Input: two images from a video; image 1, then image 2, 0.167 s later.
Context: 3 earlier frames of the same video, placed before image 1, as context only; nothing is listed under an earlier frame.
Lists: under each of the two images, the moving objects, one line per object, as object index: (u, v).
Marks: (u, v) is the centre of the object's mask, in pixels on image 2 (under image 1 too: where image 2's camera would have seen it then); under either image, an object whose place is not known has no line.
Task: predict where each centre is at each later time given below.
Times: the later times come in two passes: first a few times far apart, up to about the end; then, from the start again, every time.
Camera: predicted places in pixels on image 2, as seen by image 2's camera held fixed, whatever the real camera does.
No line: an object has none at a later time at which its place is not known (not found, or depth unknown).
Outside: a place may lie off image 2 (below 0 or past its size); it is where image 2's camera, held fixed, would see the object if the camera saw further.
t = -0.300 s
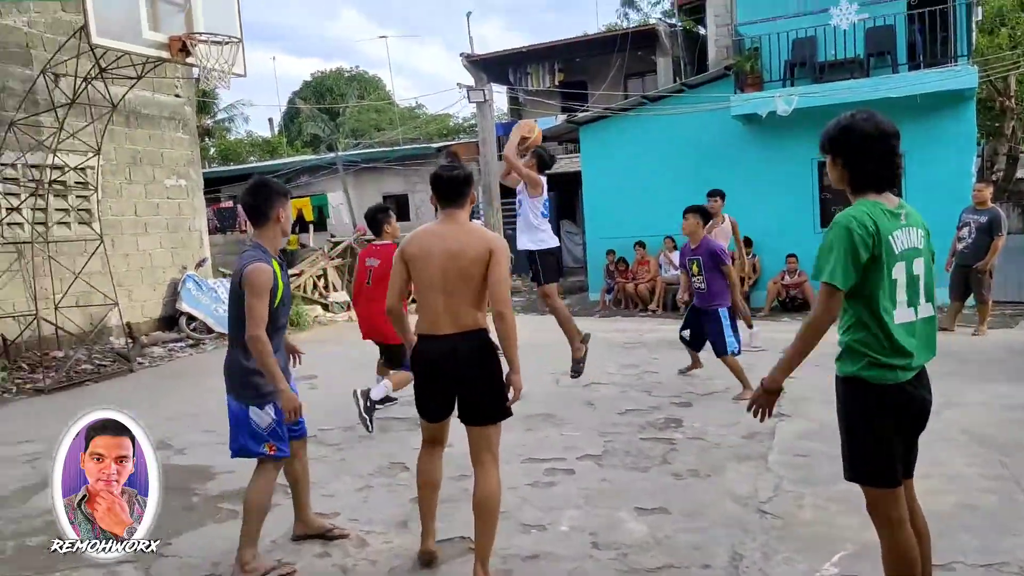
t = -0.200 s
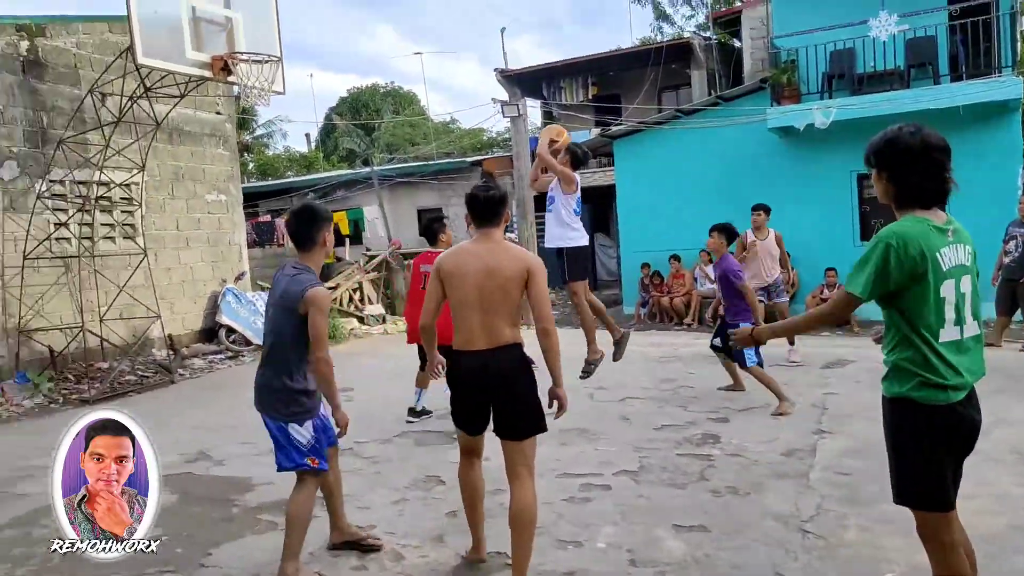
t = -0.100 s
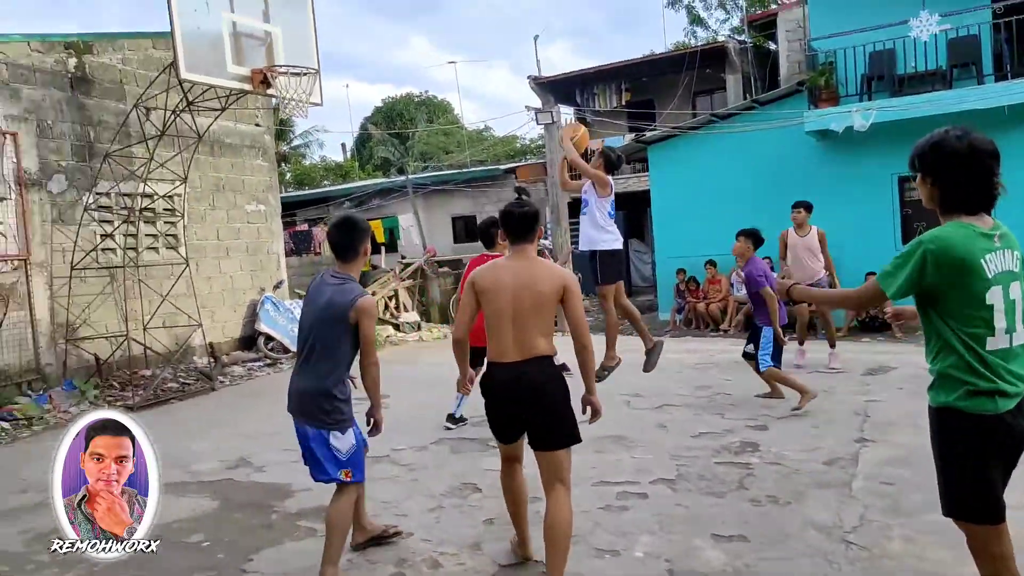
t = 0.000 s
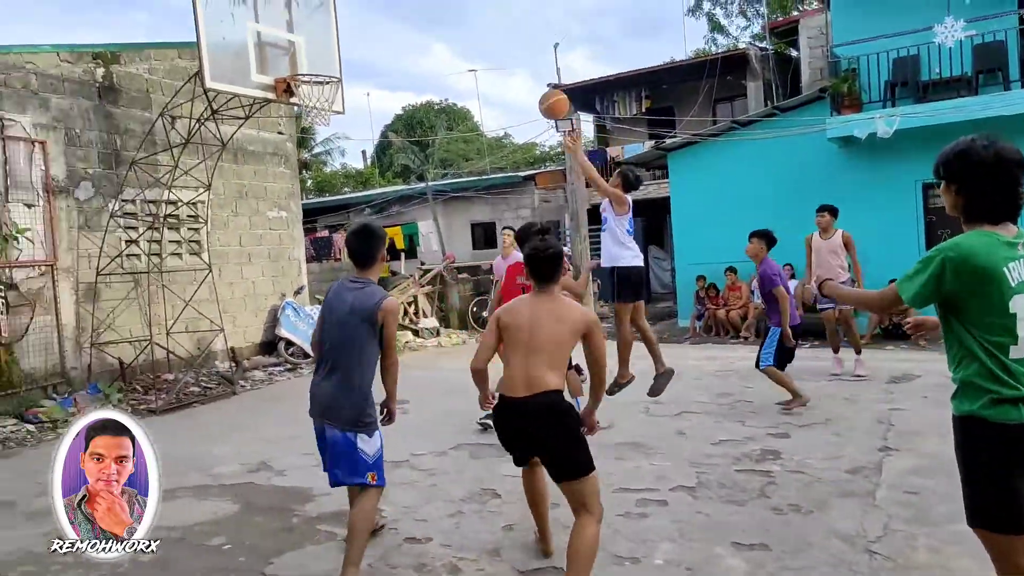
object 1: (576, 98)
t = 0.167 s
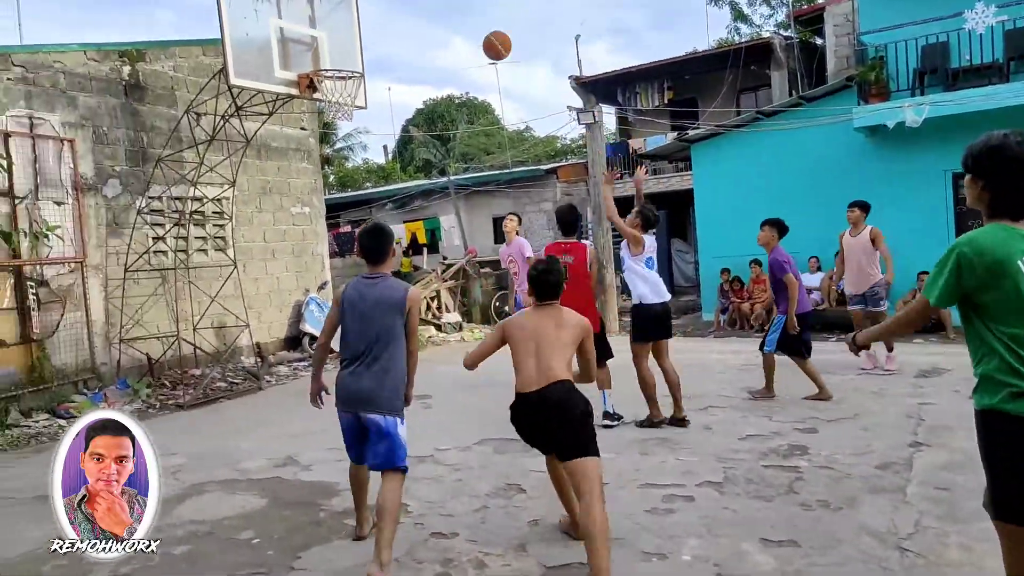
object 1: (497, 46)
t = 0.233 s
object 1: (468, 35)
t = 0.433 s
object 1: (389, 35)
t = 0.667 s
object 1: (328, 87)
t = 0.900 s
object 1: (358, 100)
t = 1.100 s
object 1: (347, 100)
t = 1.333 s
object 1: (331, 122)
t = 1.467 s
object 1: (327, 145)
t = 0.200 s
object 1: (482, 40)
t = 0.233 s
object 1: (468, 35)
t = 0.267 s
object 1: (454, 32)
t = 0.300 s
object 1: (440, 30)
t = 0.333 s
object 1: (427, 30)
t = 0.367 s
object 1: (414, 30)
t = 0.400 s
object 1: (401, 32)
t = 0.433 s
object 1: (389, 35)
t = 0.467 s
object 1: (377, 40)
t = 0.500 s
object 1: (365, 46)
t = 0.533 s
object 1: (354, 52)
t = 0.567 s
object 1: (343, 59)
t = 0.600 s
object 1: (332, 67)
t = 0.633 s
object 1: (327, 79)
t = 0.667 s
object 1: (328, 87)
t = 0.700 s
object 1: (336, 96)
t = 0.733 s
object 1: (339, 104)
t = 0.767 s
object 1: (347, 107)
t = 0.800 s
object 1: (351, 105)
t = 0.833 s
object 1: (354, 102)
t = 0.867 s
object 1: (356, 101)
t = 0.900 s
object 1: (358, 100)
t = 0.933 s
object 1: (358, 99)
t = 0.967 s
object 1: (357, 97)
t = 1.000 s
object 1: (355, 97)
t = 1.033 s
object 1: (354, 98)
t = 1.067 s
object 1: (351, 98)
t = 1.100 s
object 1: (347, 100)
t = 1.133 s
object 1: (344, 102)
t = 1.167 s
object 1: (341, 104)
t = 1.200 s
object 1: (339, 106)
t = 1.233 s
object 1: (337, 115)
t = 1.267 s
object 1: (334, 116)
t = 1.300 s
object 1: (332, 119)
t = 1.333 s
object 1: (331, 122)
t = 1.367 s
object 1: (329, 125)
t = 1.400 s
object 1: (329, 131)
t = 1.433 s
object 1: (328, 138)
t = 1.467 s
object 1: (327, 145)
